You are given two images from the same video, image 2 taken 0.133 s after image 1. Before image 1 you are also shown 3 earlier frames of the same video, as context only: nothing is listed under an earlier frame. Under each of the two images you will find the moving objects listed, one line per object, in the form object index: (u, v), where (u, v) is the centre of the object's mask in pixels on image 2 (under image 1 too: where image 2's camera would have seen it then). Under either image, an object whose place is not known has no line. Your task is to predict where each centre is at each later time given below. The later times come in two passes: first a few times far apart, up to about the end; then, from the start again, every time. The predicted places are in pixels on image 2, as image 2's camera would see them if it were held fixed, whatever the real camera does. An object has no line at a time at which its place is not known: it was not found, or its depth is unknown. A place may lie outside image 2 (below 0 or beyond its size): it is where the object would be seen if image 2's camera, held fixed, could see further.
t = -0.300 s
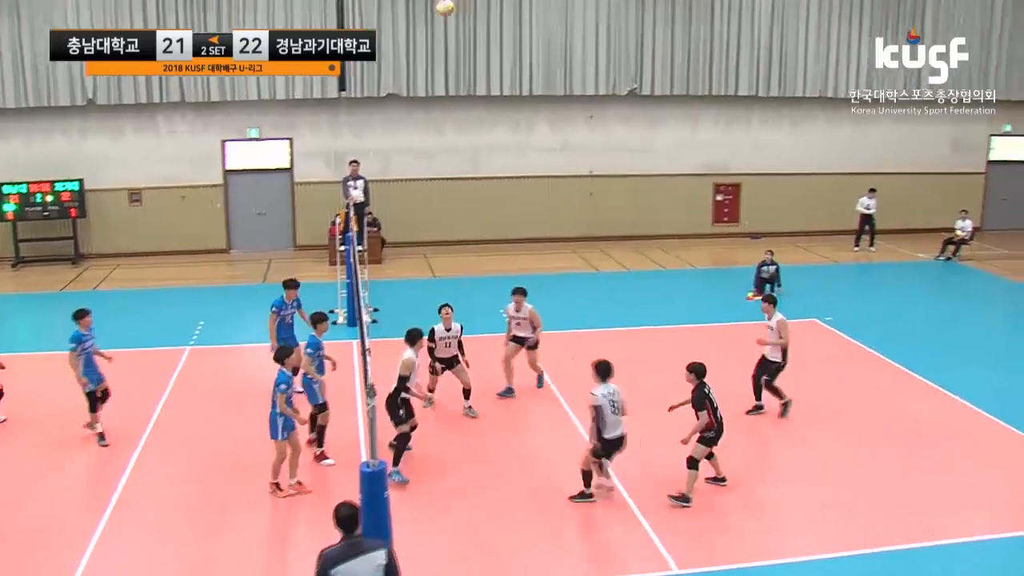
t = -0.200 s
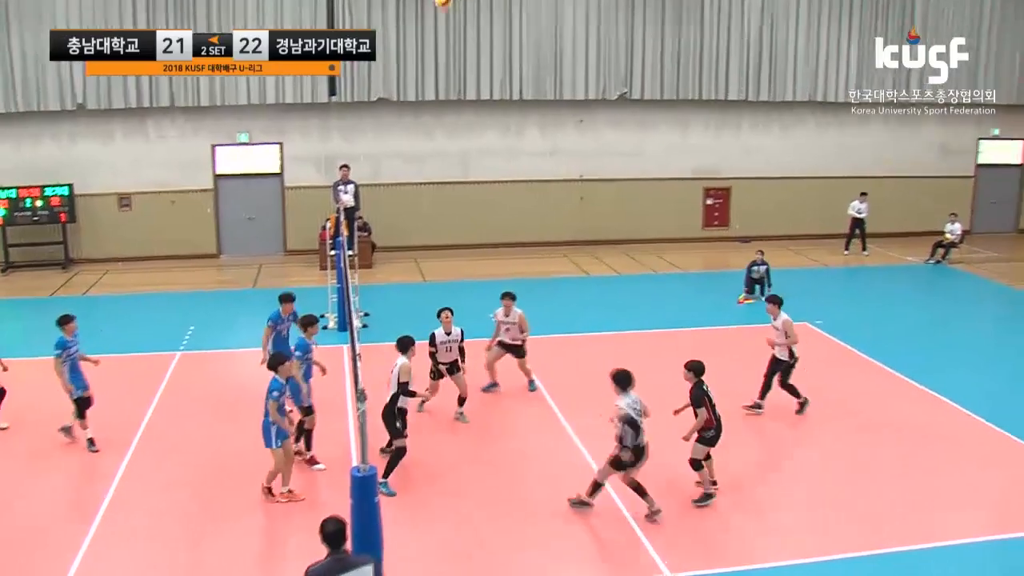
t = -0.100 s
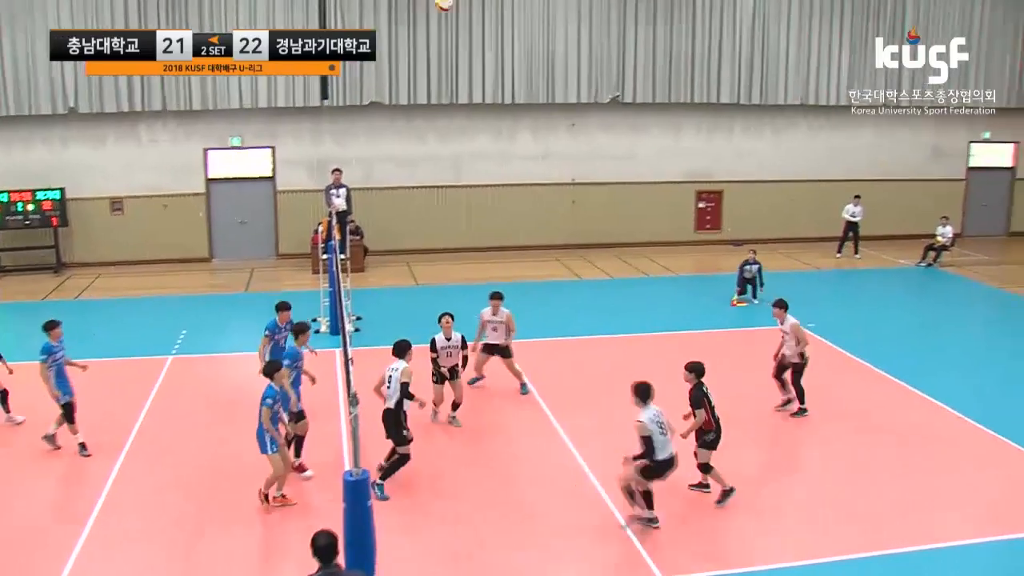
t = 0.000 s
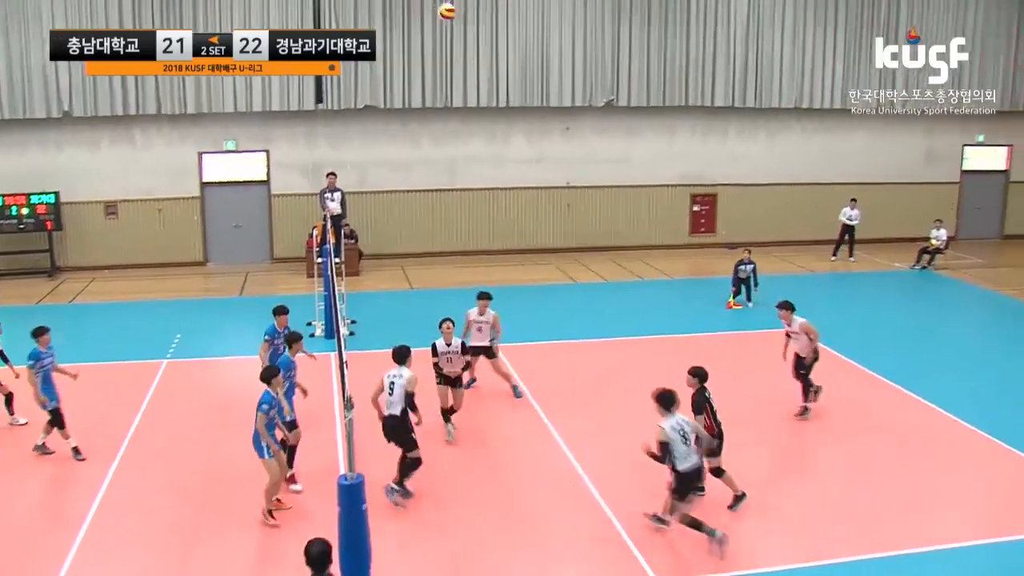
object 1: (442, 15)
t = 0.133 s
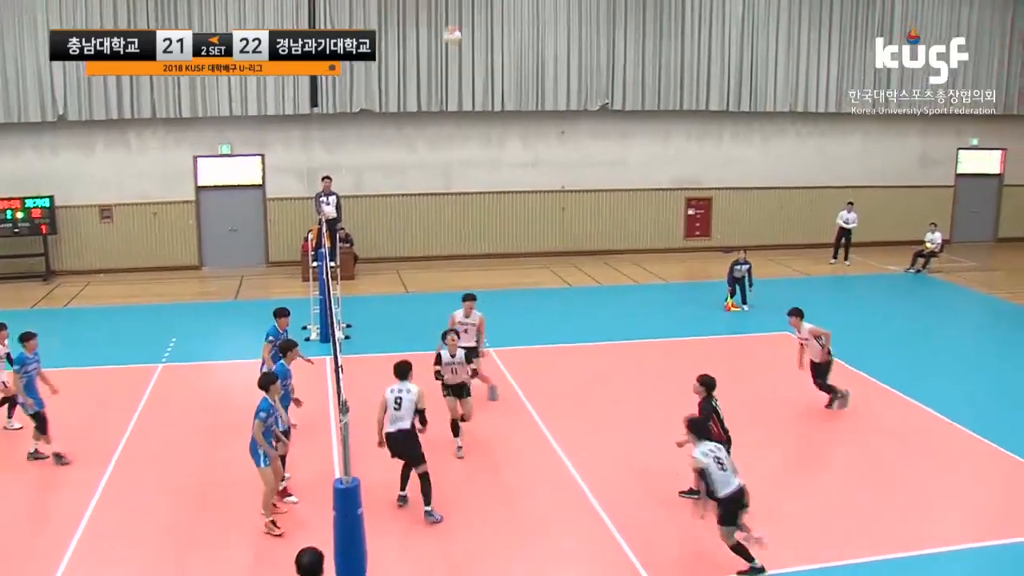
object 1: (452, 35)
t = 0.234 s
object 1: (460, 58)
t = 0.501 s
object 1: (480, 155)
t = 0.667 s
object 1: (492, 235)
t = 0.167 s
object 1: (454, 43)
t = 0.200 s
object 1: (456, 49)
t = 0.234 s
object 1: (460, 58)
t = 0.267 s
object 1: (462, 67)
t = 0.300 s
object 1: (464, 77)
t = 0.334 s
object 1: (466, 86)
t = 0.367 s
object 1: (468, 99)
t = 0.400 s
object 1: (472, 112)
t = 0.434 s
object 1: (474, 125)
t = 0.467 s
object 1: (477, 139)
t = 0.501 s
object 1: (480, 155)
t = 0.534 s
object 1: (483, 169)
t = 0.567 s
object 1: (484, 183)
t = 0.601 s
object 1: (486, 201)
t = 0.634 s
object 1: (489, 218)
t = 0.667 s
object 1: (492, 235)
